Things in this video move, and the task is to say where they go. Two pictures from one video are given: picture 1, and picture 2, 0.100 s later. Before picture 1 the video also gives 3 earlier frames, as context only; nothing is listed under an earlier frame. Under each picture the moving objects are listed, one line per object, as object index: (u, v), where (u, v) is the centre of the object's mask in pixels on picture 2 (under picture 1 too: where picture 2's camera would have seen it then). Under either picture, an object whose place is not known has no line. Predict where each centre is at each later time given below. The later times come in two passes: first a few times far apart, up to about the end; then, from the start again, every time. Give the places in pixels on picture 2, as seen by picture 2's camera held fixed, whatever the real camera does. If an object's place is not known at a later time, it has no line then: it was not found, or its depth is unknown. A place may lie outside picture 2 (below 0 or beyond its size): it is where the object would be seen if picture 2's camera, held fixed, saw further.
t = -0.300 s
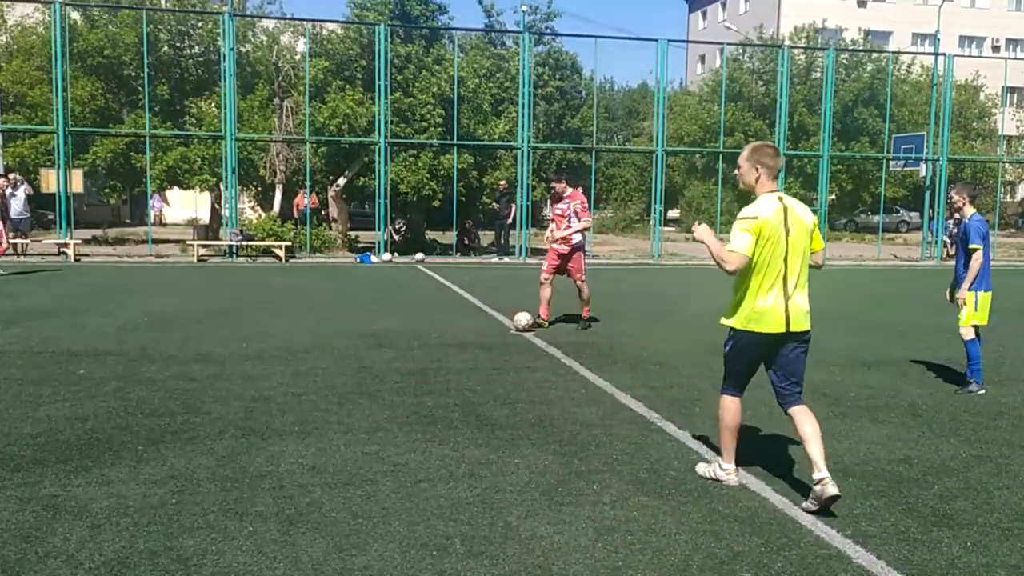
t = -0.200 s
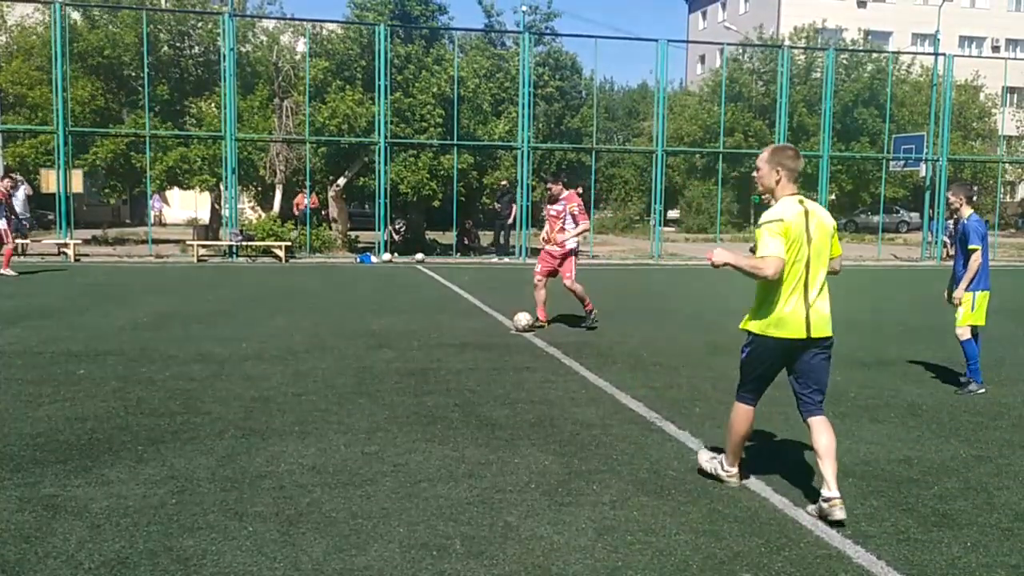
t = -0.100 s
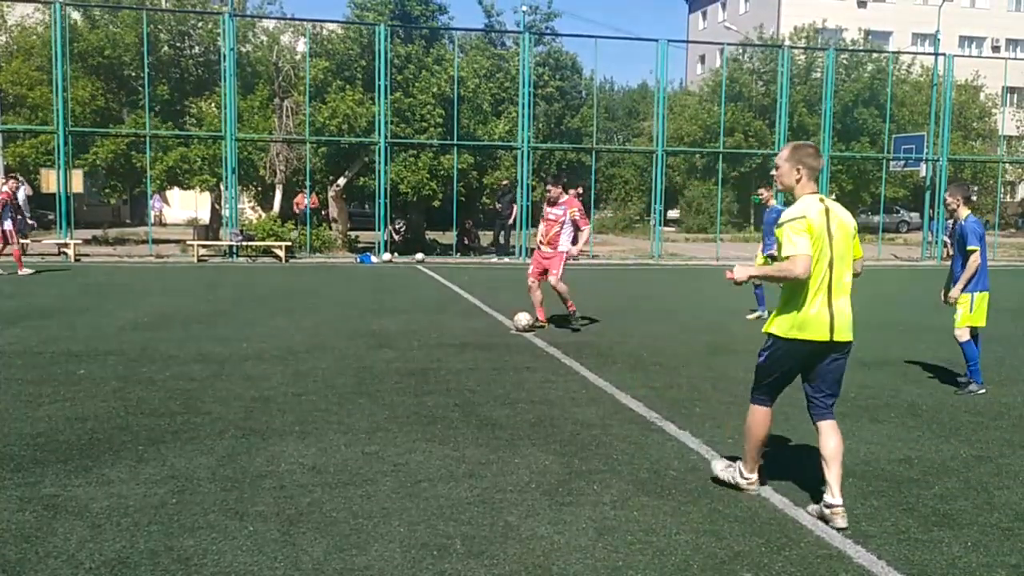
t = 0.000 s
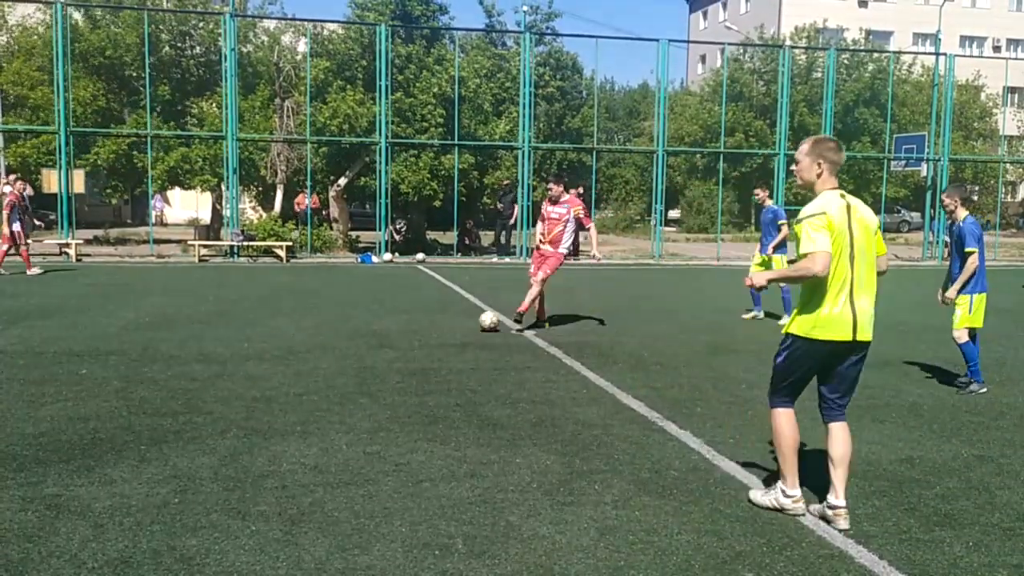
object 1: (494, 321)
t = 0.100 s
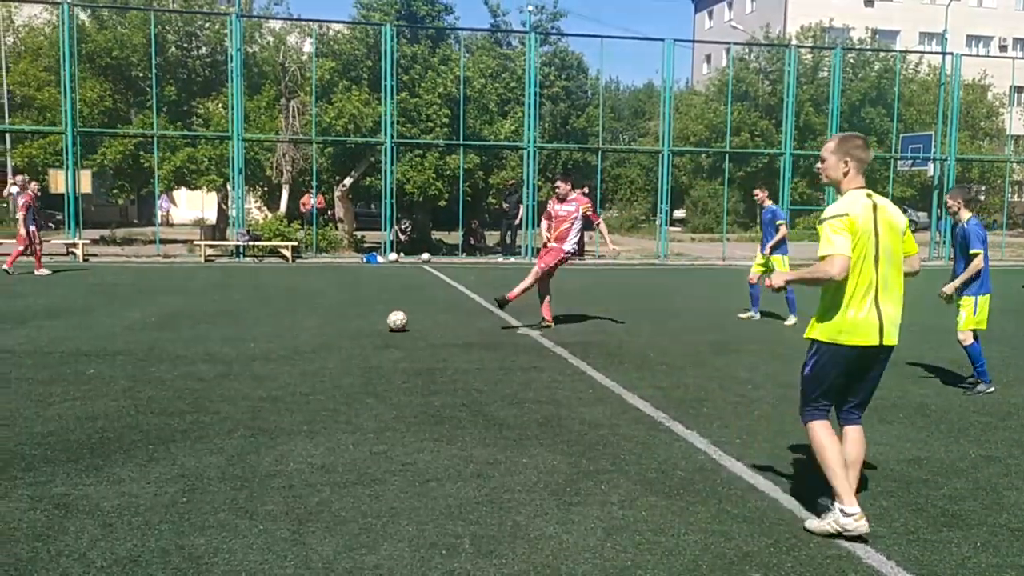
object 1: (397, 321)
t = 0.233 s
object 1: (275, 321)
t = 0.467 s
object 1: (82, 321)
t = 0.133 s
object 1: (365, 321)
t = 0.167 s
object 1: (334, 321)
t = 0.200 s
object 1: (305, 321)
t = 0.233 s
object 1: (275, 321)
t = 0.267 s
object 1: (246, 321)
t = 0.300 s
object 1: (217, 321)
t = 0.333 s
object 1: (189, 321)
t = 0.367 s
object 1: (161, 321)
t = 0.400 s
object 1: (134, 321)
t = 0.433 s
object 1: (108, 322)
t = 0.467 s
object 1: (82, 321)
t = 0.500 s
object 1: (57, 322)
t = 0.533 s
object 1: (32, 321)
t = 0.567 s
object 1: (8, 321)
